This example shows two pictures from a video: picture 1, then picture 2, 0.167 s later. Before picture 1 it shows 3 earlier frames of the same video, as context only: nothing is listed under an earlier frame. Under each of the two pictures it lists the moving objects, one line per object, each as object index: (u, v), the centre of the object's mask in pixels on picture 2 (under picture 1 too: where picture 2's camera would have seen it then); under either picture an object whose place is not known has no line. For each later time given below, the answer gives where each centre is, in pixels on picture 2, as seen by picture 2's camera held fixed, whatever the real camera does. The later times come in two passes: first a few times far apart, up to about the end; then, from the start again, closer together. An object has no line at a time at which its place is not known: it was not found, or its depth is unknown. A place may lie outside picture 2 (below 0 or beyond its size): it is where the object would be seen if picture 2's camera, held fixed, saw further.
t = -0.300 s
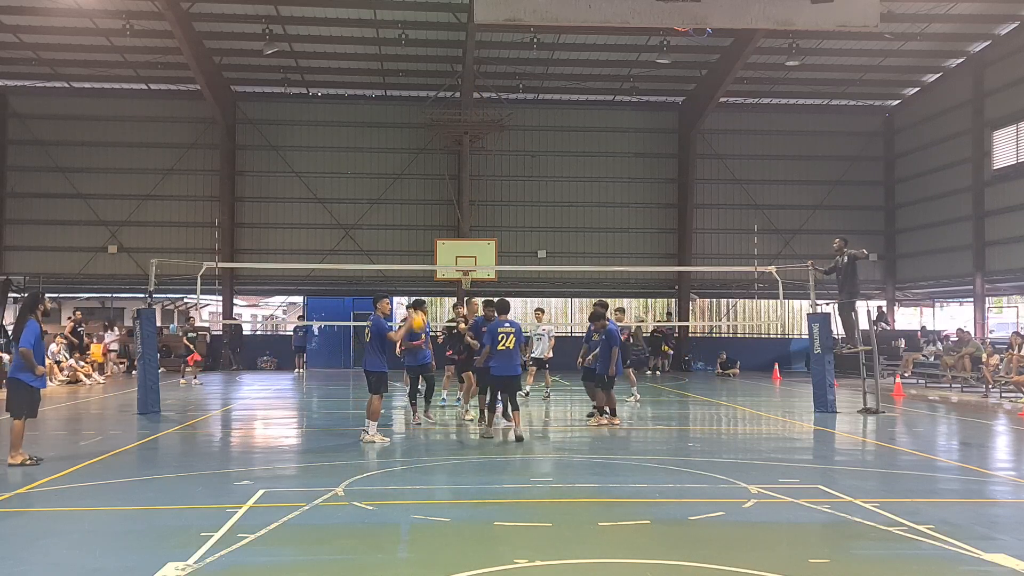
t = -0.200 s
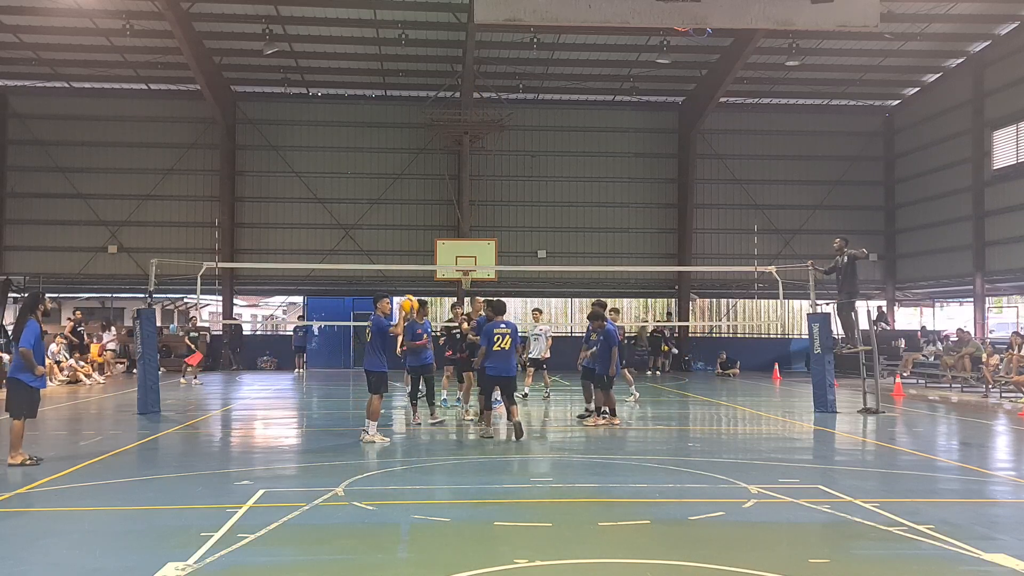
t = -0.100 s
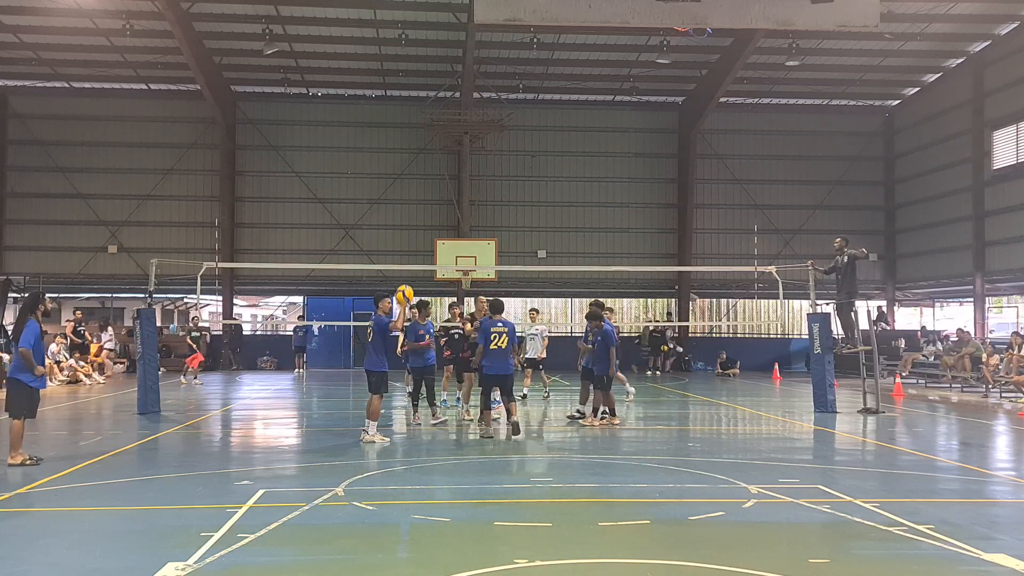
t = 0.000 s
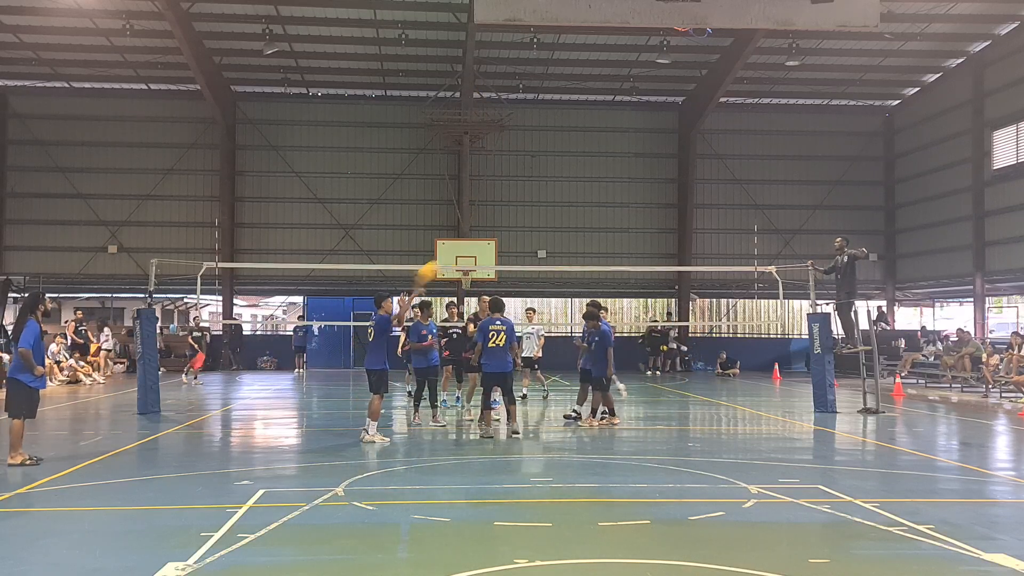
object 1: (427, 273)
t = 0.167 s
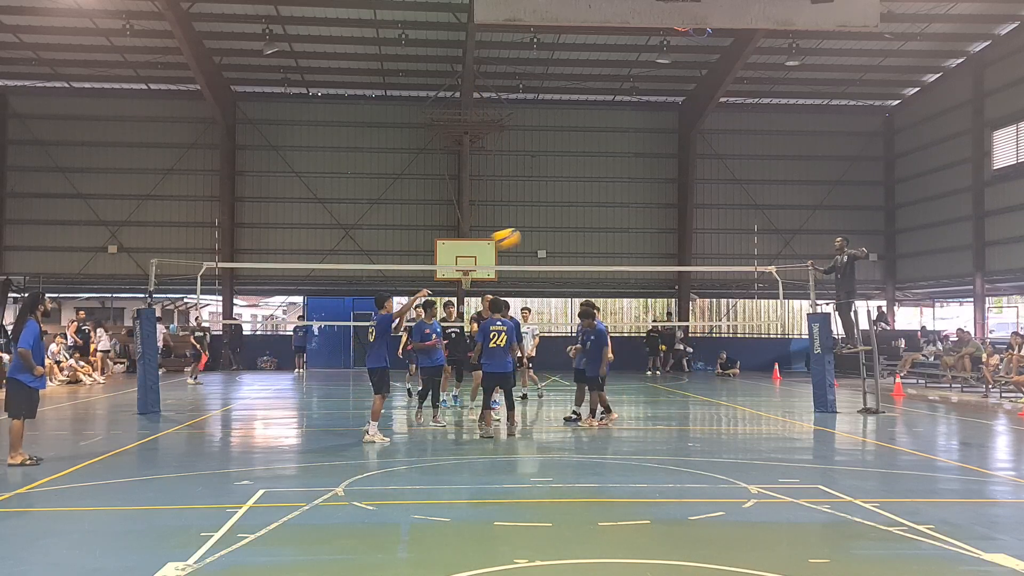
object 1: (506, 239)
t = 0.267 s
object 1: (555, 228)
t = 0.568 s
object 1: (724, 251)
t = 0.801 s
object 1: (885, 343)
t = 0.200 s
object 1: (522, 235)
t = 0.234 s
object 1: (539, 231)
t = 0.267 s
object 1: (555, 228)
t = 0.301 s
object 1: (572, 227)
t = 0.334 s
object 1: (590, 227)
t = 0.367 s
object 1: (608, 227)
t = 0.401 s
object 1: (628, 228)
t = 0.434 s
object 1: (646, 231)
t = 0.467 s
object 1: (665, 234)
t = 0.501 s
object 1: (684, 239)
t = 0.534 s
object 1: (704, 244)
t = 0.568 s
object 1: (724, 251)
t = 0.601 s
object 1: (743, 258)
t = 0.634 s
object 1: (767, 271)
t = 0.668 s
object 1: (788, 282)
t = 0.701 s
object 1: (811, 291)
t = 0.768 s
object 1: (864, 325)
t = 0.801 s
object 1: (885, 343)
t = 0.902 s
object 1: (964, 404)
